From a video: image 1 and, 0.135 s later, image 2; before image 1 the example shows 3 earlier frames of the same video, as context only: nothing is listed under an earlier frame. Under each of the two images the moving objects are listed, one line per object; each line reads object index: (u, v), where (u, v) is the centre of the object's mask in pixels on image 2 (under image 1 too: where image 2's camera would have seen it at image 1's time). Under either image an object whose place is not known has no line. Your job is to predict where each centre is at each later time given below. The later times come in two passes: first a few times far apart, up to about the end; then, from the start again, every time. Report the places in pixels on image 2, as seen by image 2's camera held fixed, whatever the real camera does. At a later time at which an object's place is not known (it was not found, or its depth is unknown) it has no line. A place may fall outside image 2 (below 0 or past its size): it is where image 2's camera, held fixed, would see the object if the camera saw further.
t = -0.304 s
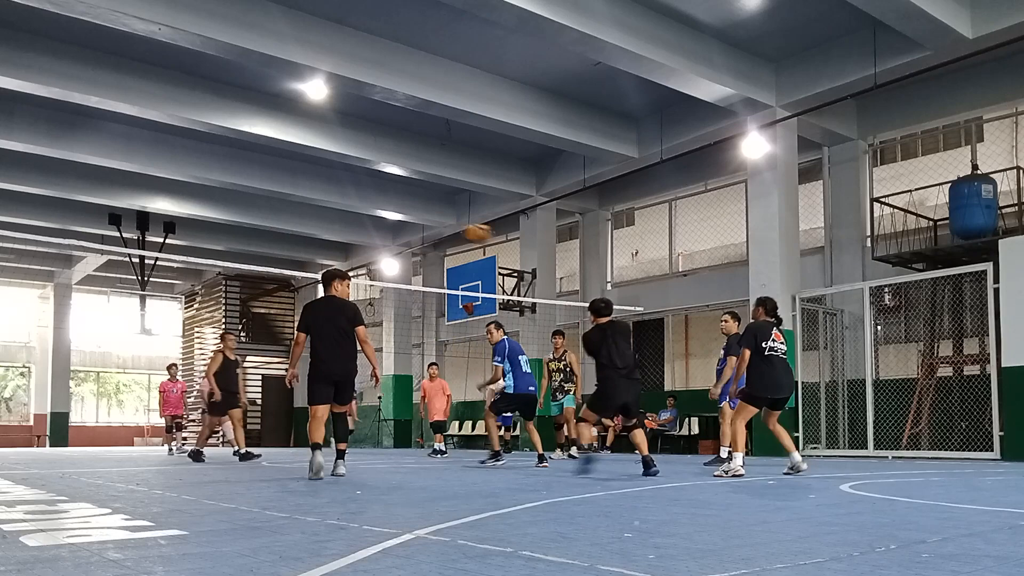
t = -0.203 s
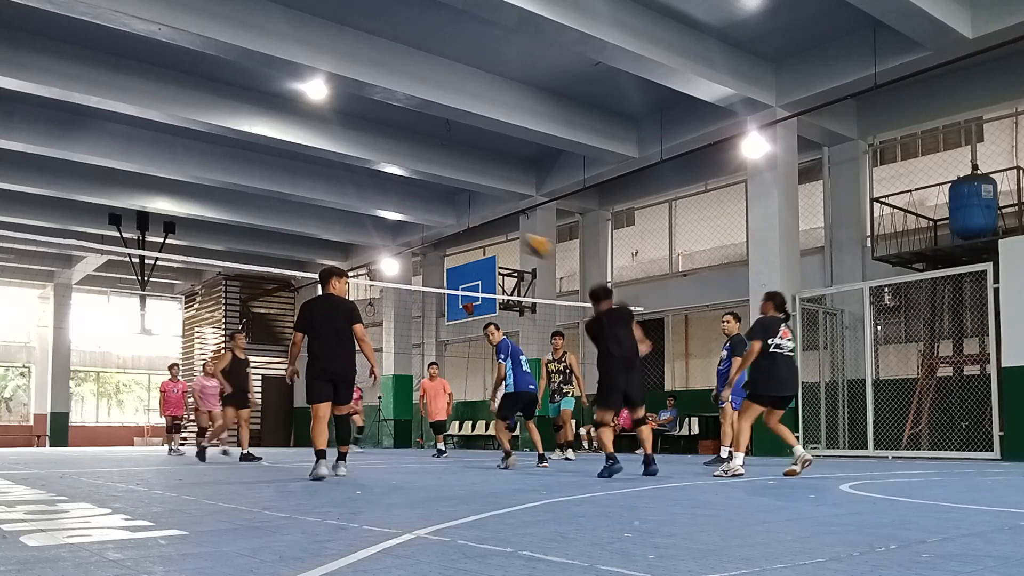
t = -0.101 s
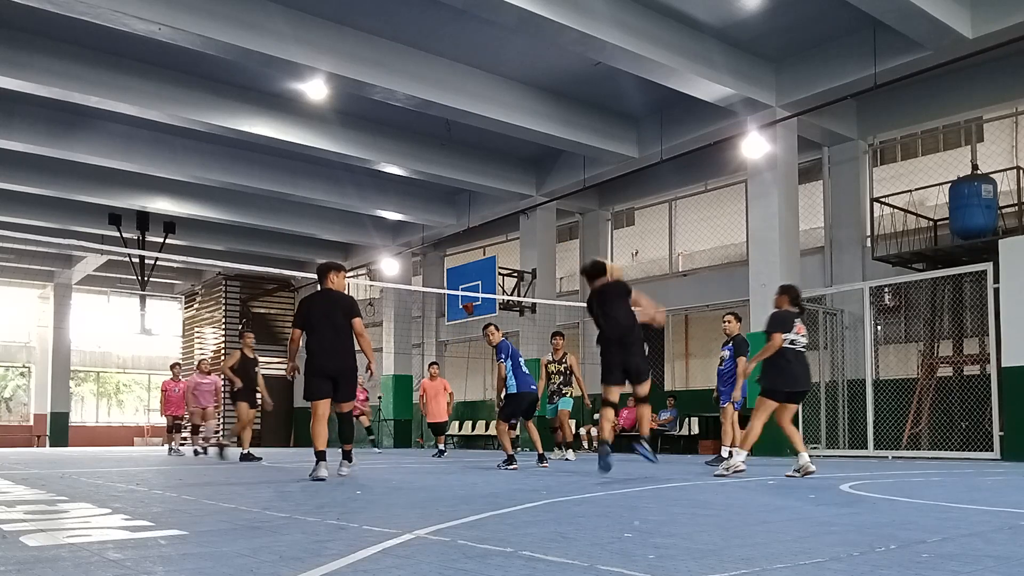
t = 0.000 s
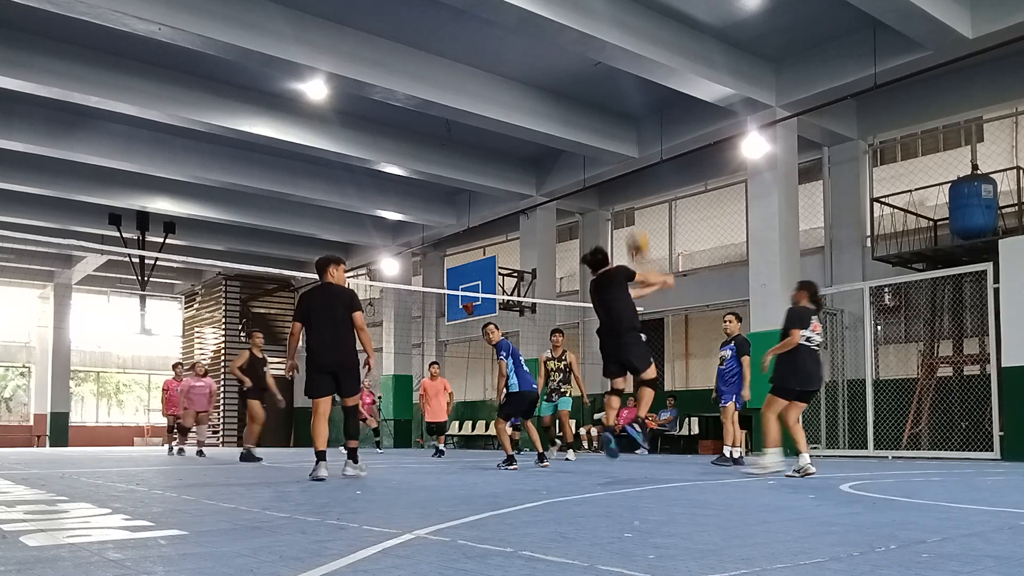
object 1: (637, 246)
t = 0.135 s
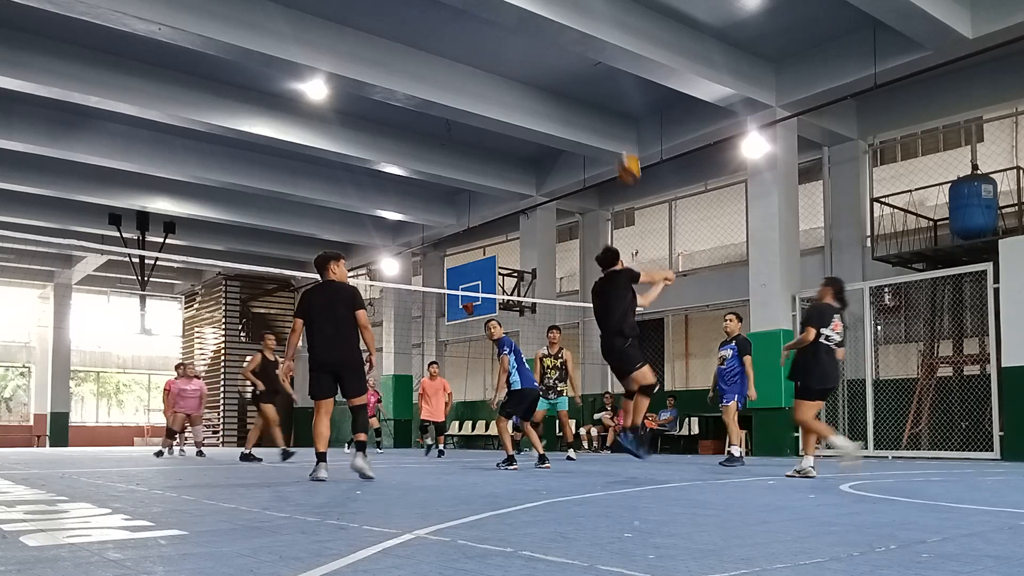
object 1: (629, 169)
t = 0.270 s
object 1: (619, 117)
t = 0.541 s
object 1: (604, 79)
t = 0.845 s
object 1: (590, 116)
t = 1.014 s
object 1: (583, 167)
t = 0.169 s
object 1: (626, 154)
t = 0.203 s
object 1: (624, 138)
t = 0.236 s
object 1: (622, 128)
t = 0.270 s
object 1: (619, 117)
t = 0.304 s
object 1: (617, 108)
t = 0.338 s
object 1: (615, 100)
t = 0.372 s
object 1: (614, 94)
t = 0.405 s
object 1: (611, 88)
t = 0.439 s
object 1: (609, 84)
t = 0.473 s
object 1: (608, 81)
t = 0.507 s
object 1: (606, 80)
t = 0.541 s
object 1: (604, 79)
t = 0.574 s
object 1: (602, 79)
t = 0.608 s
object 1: (600, 81)
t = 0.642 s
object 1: (599, 83)
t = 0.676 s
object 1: (597, 86)
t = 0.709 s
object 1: (596, 90)
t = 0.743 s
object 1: (595, 95)
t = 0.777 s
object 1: (593, 101)
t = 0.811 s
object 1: (592, 108)
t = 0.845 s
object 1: (590, 116)
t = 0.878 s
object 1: (589, 125)
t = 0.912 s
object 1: (588, 133)
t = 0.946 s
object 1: (587, 144)
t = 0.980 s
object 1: (585, 156)
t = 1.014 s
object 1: (583, 167)
